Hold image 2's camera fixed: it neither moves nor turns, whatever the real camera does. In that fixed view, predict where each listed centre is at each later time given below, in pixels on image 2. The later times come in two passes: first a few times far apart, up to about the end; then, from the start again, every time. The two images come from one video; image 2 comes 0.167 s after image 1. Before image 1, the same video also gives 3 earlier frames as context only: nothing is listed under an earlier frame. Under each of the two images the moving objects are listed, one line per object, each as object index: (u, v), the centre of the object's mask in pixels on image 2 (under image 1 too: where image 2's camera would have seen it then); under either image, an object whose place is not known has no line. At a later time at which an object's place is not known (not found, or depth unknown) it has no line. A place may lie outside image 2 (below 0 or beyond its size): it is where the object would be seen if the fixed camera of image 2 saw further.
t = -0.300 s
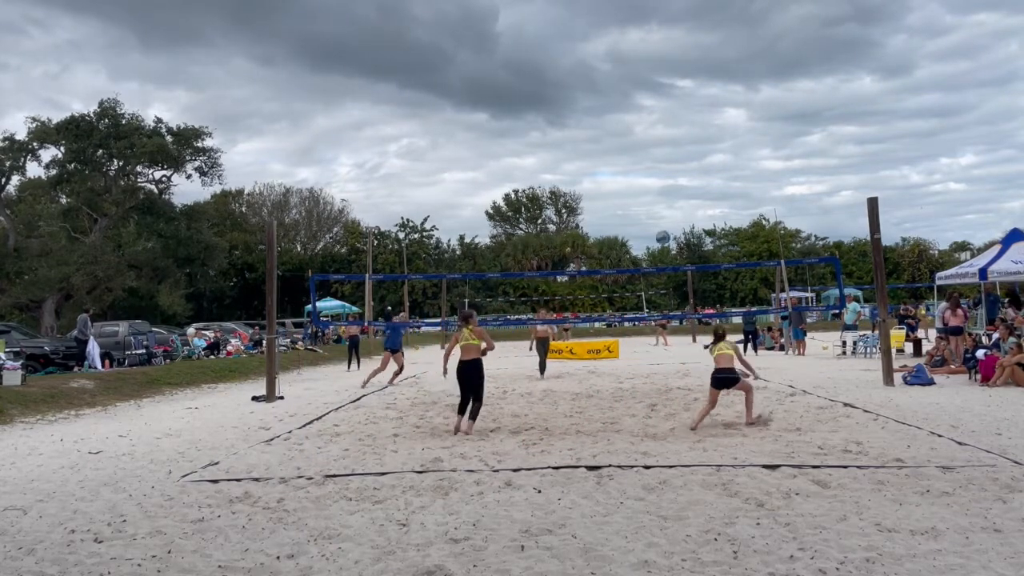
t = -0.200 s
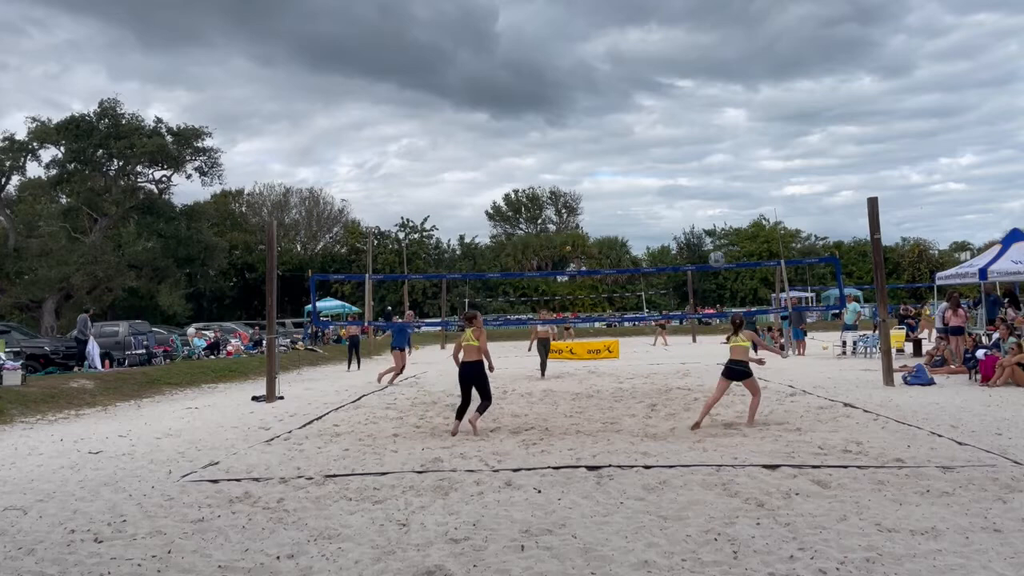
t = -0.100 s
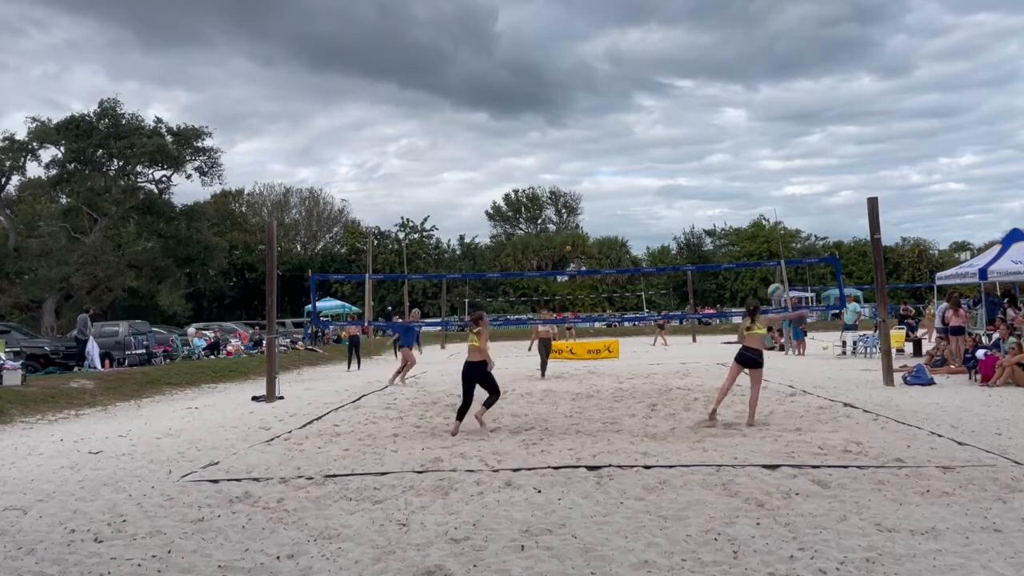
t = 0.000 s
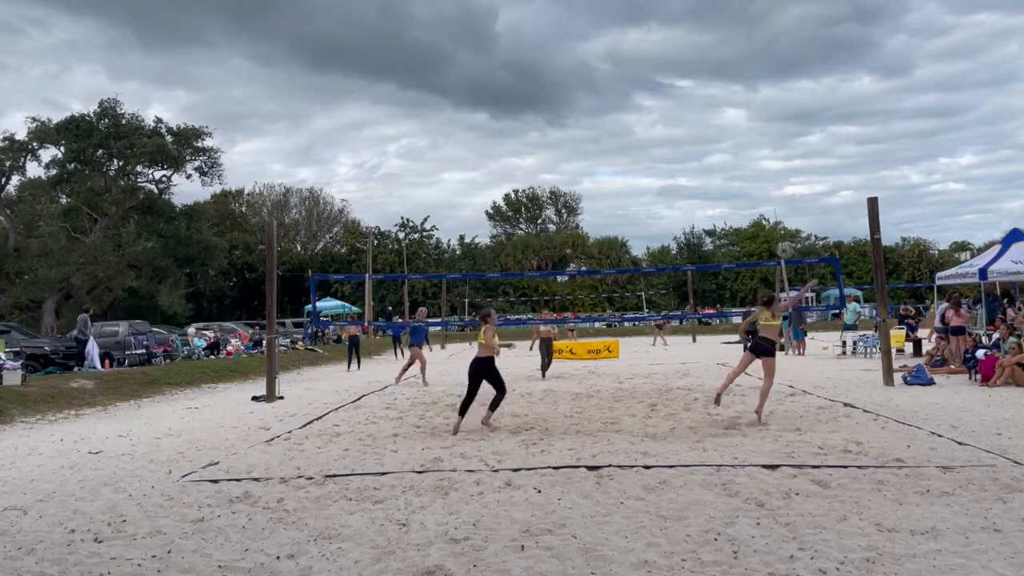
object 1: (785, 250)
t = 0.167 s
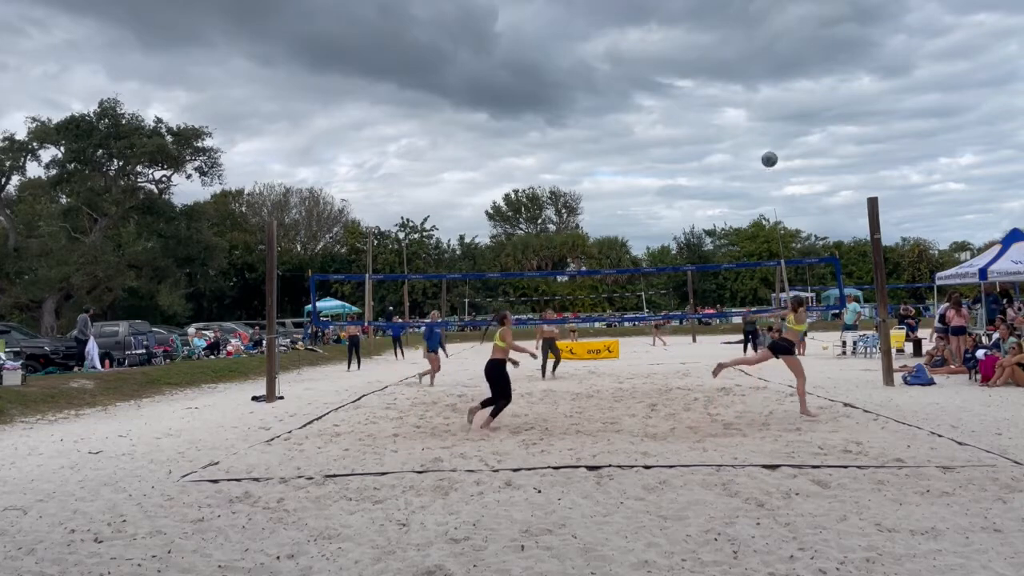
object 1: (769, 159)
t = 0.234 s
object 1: (764, 131)
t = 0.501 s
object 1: (745, 63)
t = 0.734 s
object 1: (733, 46)
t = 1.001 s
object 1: (722, 67)
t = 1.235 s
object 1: (714, 117)
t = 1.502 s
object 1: (709, 201)
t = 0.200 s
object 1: (766, 145)
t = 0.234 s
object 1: (764, 131)
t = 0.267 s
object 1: (761, 119)
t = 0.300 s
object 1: (759, 108)
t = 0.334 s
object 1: (756, 98)
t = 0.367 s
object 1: (754, 89)
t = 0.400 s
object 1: (752, 81)
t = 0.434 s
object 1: (749, 74)
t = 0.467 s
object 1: (747, 69)
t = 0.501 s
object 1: (745, 63)
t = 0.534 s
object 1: (743, 58)
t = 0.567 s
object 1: (741, 54)
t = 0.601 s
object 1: (740, 51)
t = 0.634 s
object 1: (738, 48)
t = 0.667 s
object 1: (736, 47)
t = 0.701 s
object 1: (735, 46)
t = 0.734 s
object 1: (733, 46)
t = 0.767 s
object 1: (731, 46)
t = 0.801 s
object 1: (730, 48)
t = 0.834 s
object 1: (729, 49)
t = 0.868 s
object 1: (727, 52)
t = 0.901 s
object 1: (726, 55)
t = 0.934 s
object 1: (725, 58)
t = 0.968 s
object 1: (723, 62)
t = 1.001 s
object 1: (722, 67)
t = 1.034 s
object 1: (721, 73)
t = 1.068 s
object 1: (720, 79)
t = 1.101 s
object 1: (718, 86)
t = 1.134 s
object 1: (717, 93)
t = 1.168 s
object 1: (716, 100)
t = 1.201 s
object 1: (716, 108)
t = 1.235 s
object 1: (714, 117)
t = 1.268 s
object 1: (714, 126)
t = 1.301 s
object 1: (713, 135)
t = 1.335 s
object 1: (712, 145)
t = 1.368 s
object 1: (711, 155)
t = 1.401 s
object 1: (711, 166)
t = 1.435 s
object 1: (710, 178)
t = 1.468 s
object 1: (709, 189)
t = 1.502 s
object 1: (709, 201)
